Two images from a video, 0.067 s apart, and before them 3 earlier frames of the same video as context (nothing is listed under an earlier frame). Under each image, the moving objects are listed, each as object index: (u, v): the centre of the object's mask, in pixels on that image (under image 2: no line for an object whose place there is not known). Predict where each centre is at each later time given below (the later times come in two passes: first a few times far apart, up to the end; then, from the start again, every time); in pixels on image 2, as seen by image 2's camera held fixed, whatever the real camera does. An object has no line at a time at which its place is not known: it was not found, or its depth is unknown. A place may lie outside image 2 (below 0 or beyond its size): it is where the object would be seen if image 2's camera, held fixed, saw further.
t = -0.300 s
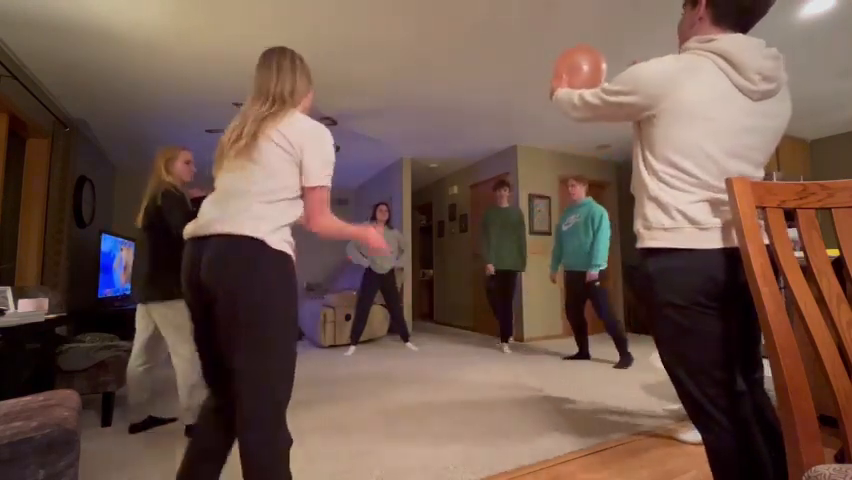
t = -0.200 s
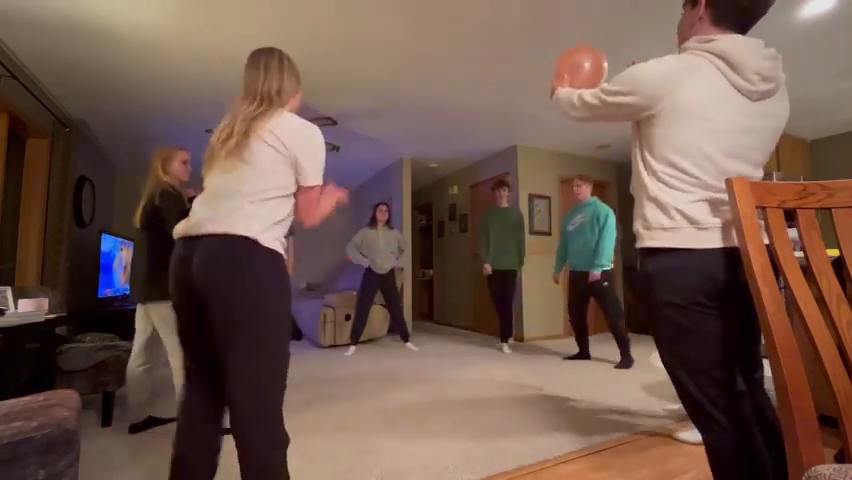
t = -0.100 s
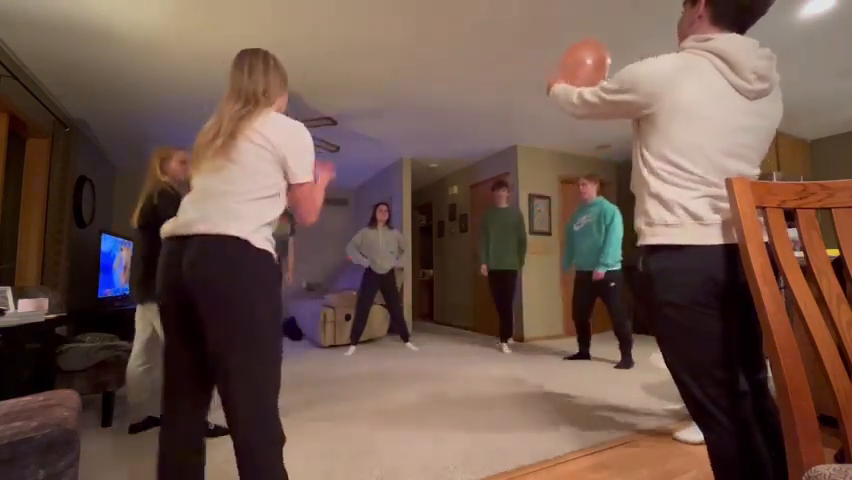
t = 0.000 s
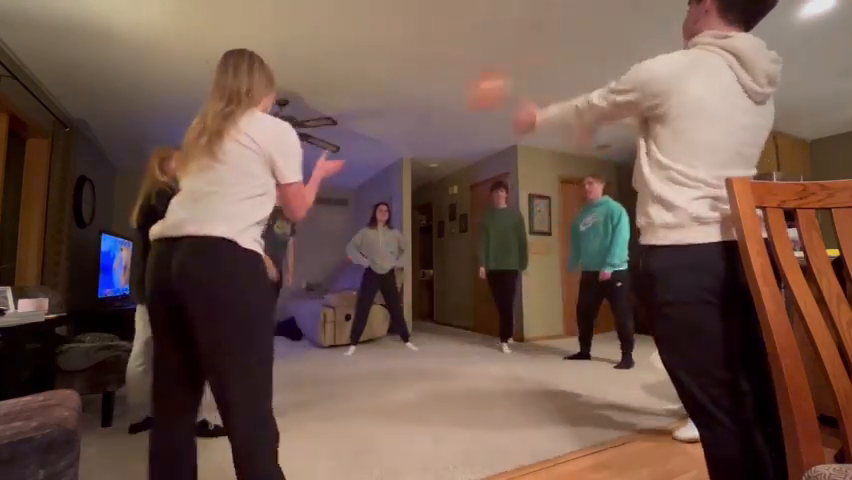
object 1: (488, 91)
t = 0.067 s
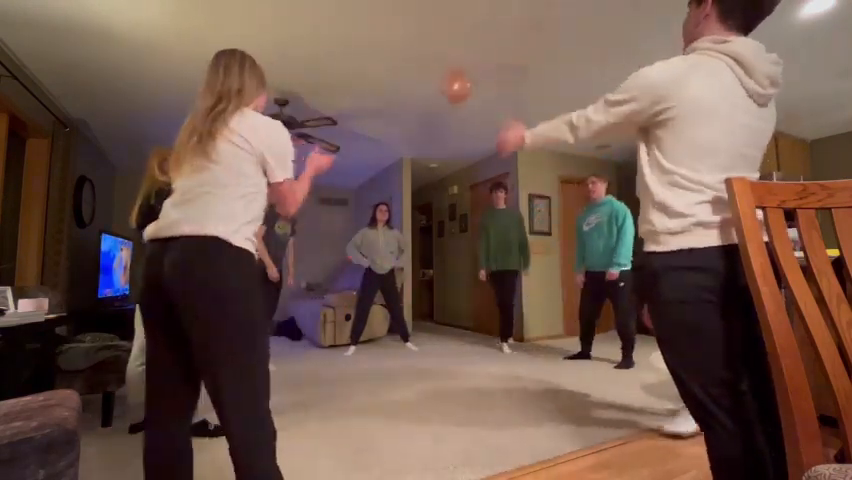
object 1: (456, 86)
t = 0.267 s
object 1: (449, 116)
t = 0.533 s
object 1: (435, 181)
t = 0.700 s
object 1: (426, 212)
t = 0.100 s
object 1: (454, 82)
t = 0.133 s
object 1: (455, 79)
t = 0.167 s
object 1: (453, 86)
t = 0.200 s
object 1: (452, 97)
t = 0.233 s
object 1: (451, 107)
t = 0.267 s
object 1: (449, 116)
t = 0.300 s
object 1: (447, 126)
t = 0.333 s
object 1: (445, 135)
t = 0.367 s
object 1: (443, 145)
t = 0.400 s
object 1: (441, 151)
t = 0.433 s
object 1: (440, 159)
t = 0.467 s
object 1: (438, 167)
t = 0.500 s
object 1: (437, 174)
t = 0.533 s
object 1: (435, 181)
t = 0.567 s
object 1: (433, 188)
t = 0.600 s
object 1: (433, 195)
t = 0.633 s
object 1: (431, 201)
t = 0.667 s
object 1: (429, 207)
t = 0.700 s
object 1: (426, 212)
